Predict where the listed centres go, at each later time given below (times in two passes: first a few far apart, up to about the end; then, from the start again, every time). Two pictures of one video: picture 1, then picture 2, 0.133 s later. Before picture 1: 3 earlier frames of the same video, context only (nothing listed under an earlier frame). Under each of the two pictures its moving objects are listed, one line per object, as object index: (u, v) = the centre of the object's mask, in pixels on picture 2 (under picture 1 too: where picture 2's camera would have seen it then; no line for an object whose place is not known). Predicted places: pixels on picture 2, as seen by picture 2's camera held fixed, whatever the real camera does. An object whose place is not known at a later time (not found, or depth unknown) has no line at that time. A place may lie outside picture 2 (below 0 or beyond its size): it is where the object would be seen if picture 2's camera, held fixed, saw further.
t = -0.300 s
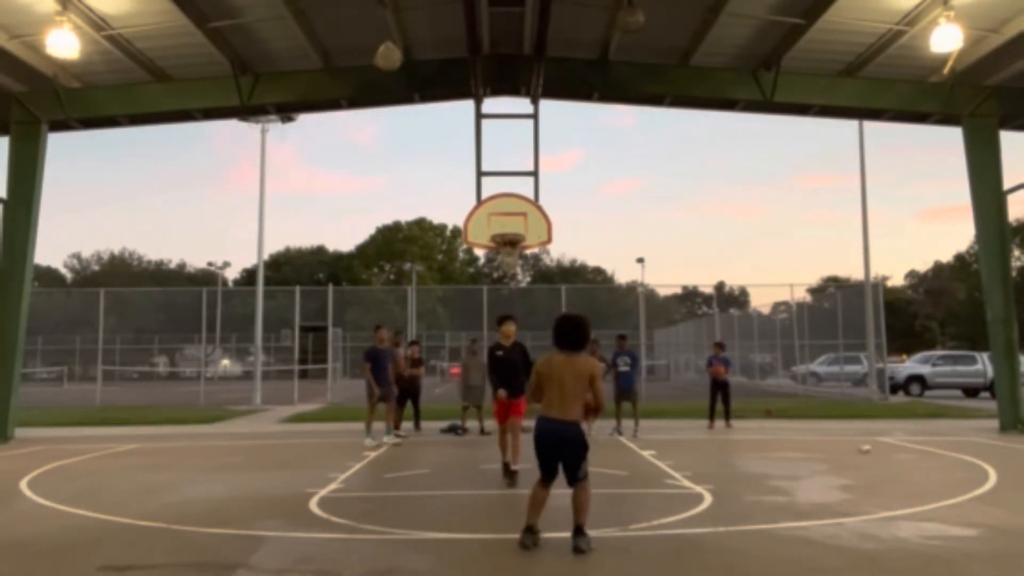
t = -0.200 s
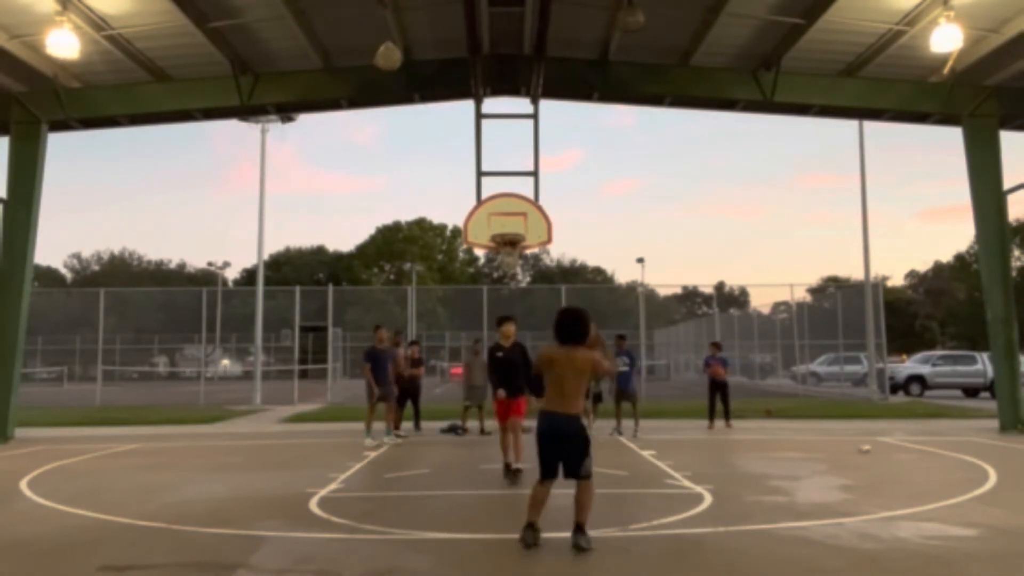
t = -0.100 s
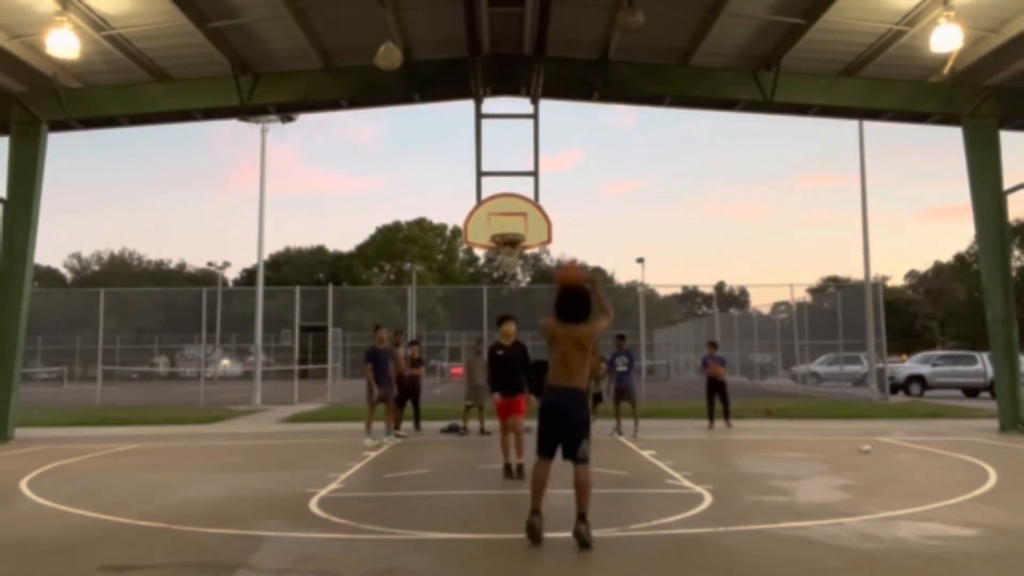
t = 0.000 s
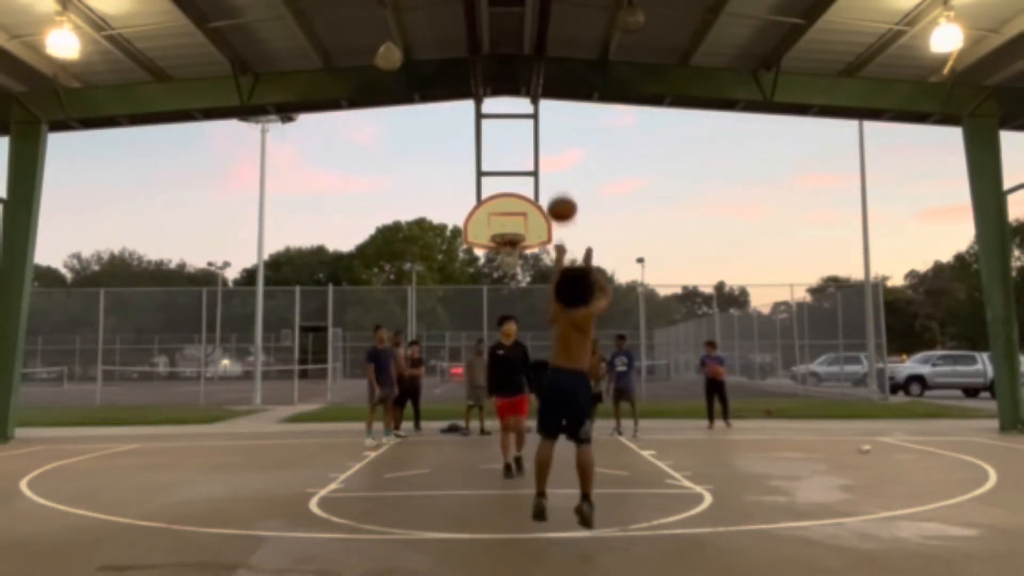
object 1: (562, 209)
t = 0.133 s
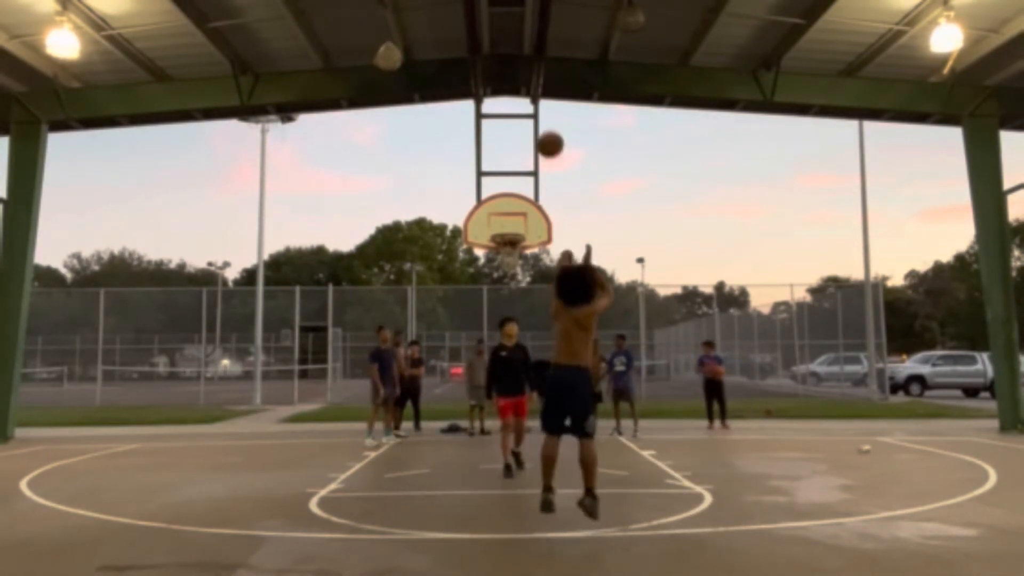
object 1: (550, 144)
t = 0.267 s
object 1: (541, 110)
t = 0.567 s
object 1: (525, 102)
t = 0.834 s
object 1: (515, 147)
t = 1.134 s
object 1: (507, 231)
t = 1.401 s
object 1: (508, 216)
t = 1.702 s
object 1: (507, 254)
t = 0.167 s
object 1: (548, 133)
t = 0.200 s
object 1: (545, 124)
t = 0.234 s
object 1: (543, 116)
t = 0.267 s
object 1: (541, 110)
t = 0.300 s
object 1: (538, 105)
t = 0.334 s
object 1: (536, 100)
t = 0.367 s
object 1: (535, 98)
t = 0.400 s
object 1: (533, 97)
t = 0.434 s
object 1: (531, 96)
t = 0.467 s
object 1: (530, 96)
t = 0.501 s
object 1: (528, 97)
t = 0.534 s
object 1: (527, 99)
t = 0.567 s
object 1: (525, 102)
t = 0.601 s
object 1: (524, 105)
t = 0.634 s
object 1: (522, 109)
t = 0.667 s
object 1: (521, 115)
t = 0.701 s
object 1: (519, 120)
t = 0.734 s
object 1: (518, 126)
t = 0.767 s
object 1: (517, 133)
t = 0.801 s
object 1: (516, 140)
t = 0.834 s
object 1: (515, 147)
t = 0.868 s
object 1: (515, 155)
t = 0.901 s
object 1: (513, 164)
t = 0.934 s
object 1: (512, 173)
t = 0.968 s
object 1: (511, 183)
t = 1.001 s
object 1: (510, 193)
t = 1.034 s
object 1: (509, 203)
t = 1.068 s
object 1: (508, 214)
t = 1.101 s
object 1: (508, 225)
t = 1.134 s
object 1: (507, 231)
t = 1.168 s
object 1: (508, 231)
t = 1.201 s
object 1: (508, 229)
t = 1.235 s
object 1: (508, 226)
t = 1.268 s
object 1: (507, 222)
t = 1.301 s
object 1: (508, 220)
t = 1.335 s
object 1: (508, 219)
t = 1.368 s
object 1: (508, 217)
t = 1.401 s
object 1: (508, 216)
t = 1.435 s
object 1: (507, 217)
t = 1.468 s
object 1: (507, 218)
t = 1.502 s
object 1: (507, 220)
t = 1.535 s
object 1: (507, 222)
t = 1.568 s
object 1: (507, 226)
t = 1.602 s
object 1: (507, 234)
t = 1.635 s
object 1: (506, 240)
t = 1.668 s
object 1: (506, 247)
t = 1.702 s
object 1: (507, 254)
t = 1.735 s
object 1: (508, 265)
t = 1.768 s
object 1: (508, 273)
